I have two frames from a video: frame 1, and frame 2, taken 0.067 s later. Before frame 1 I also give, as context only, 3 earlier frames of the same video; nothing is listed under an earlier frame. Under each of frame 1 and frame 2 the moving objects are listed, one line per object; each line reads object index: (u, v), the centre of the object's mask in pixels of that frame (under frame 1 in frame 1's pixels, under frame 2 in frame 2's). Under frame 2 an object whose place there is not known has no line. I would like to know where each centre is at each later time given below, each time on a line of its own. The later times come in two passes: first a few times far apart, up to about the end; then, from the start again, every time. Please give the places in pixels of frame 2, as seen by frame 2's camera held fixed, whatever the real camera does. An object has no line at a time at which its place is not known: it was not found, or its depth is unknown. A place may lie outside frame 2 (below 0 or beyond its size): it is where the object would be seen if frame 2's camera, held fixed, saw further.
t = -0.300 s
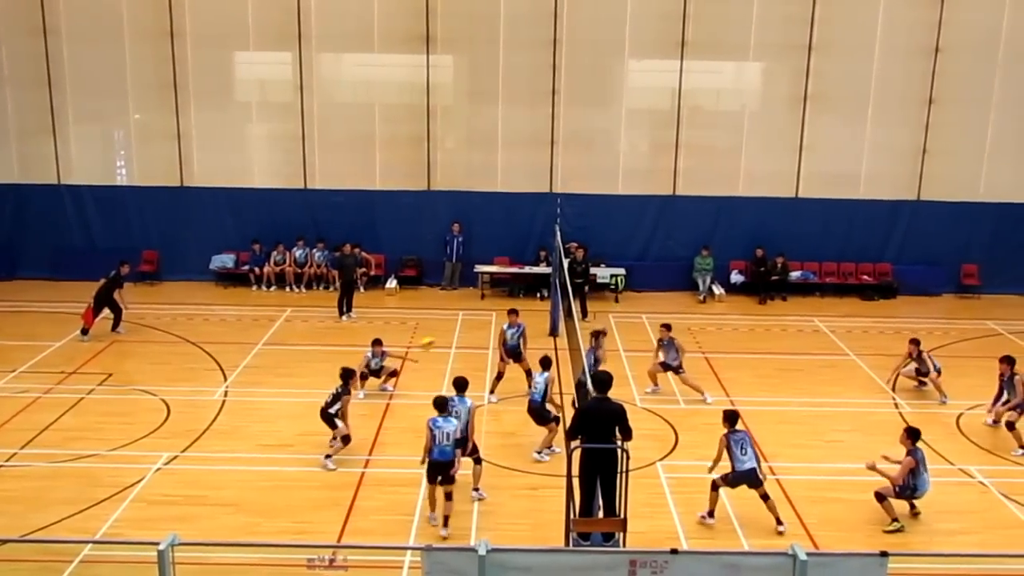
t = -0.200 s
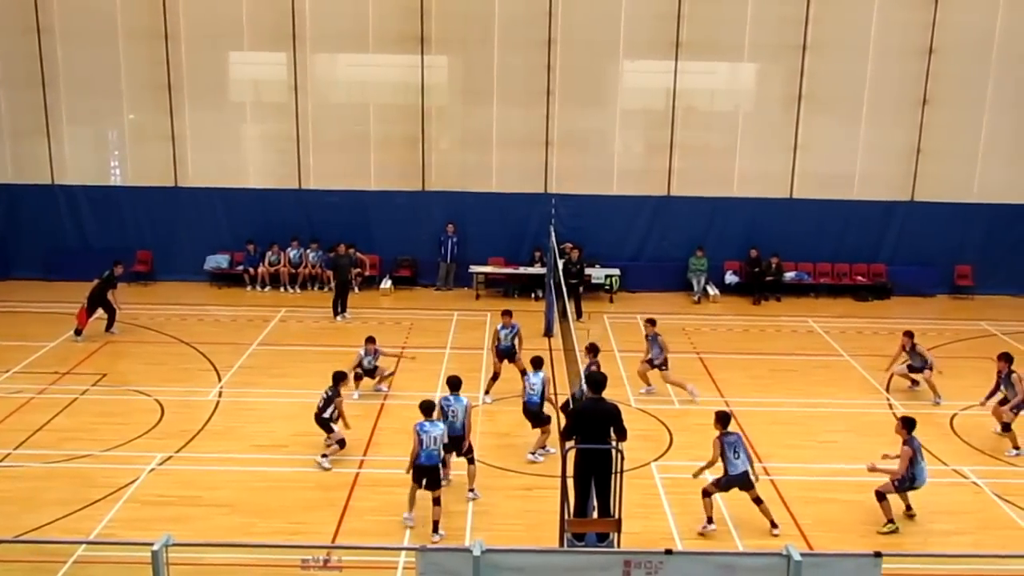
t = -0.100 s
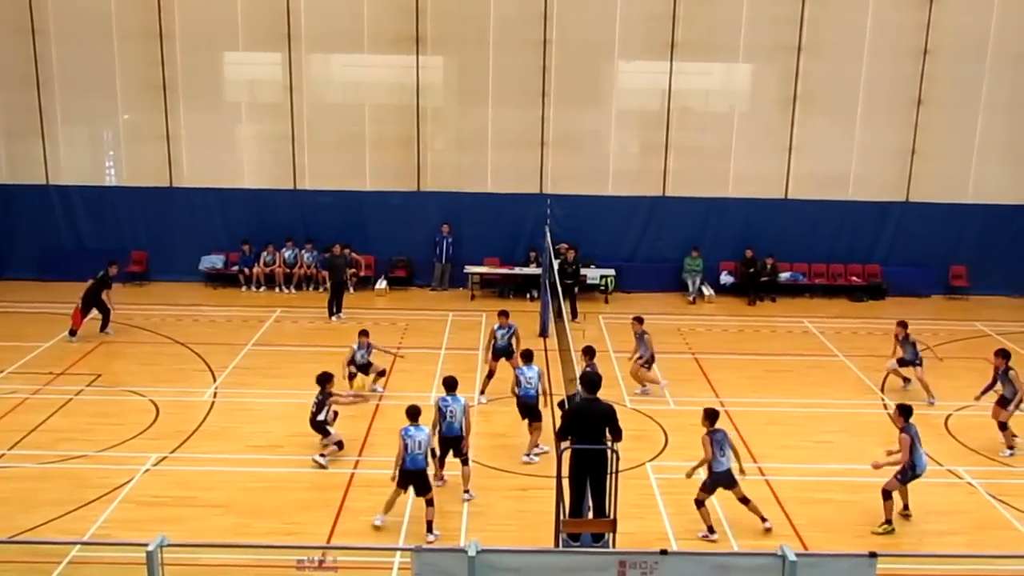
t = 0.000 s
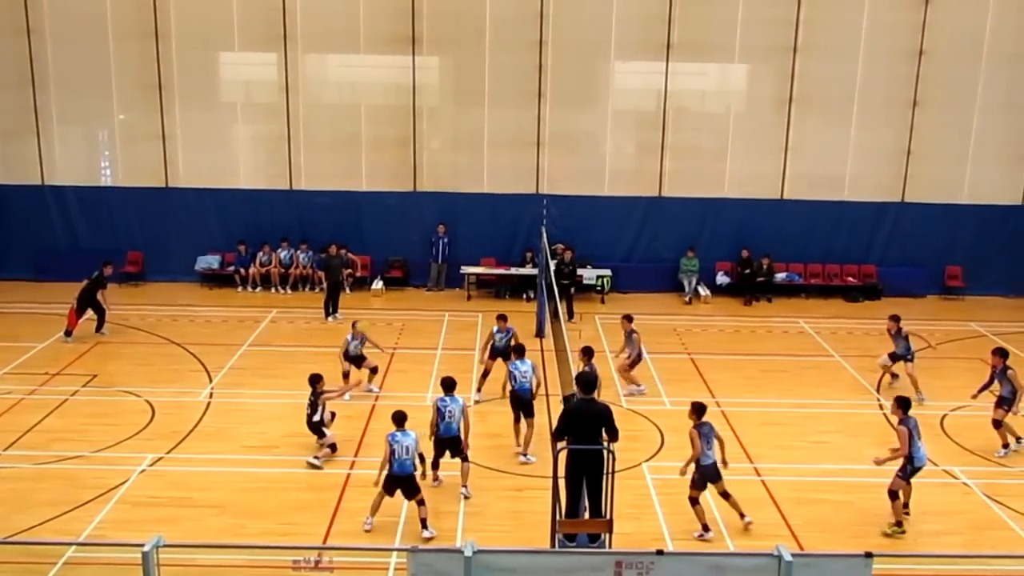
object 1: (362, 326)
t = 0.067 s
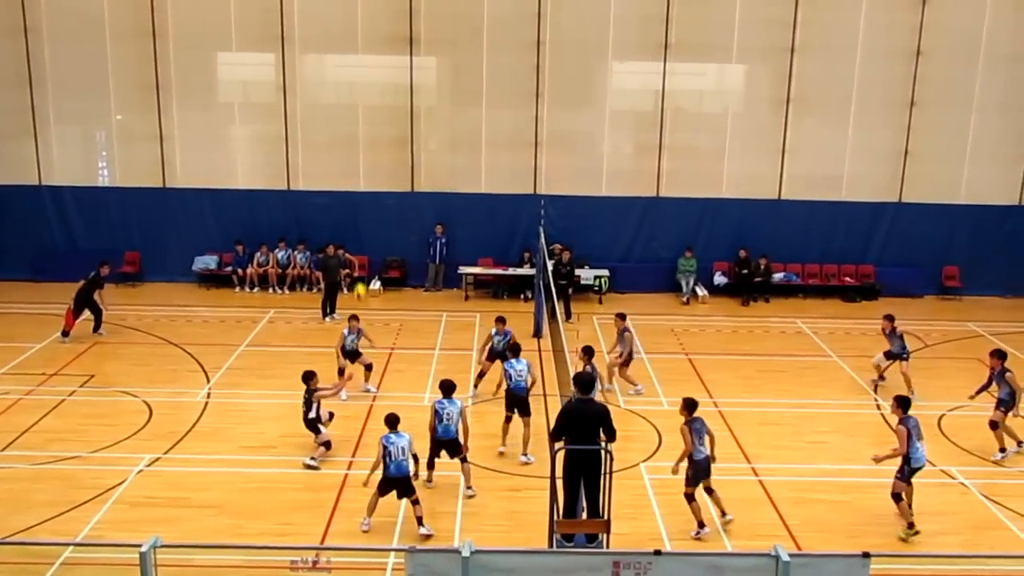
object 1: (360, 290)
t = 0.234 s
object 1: (366, 214)
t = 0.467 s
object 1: (374, 134)
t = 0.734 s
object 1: (380, 88)
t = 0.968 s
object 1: (386, 87)
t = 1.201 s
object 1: (393, 121)
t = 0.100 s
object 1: (361, 275)
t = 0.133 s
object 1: (362, 260)
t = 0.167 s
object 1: (364, 244)
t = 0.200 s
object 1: (365, 229)
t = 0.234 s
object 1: (366, 214)
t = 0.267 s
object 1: (367, 201)
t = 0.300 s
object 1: (367, 189)
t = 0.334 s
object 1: (369, 176)
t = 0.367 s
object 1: (369, 165)
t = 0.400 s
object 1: (371, 154)
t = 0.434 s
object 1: (372, 144)
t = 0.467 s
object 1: (374, 134)
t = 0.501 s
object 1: (373, 127)
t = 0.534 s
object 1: (375, 119)
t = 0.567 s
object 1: (375, 112)
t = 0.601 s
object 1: (376, 106)
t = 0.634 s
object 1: (377, 100)
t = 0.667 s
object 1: (378, 95)
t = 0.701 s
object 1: (379, 91)
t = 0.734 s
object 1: (380, 88)
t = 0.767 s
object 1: (381, 86)
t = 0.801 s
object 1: (382, 84)
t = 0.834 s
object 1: (383, 83)
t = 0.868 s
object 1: (384, 83)
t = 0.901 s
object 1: (384, 83)
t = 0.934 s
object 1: (385, 84)
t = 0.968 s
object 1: (386, 87)
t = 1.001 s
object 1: (387, 89)
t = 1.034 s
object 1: (388, 93)
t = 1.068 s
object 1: (389, 97)
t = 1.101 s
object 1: (390, 102)
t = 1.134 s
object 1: (392, 108)
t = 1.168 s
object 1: (392, 114)
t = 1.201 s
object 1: (393, 121)
